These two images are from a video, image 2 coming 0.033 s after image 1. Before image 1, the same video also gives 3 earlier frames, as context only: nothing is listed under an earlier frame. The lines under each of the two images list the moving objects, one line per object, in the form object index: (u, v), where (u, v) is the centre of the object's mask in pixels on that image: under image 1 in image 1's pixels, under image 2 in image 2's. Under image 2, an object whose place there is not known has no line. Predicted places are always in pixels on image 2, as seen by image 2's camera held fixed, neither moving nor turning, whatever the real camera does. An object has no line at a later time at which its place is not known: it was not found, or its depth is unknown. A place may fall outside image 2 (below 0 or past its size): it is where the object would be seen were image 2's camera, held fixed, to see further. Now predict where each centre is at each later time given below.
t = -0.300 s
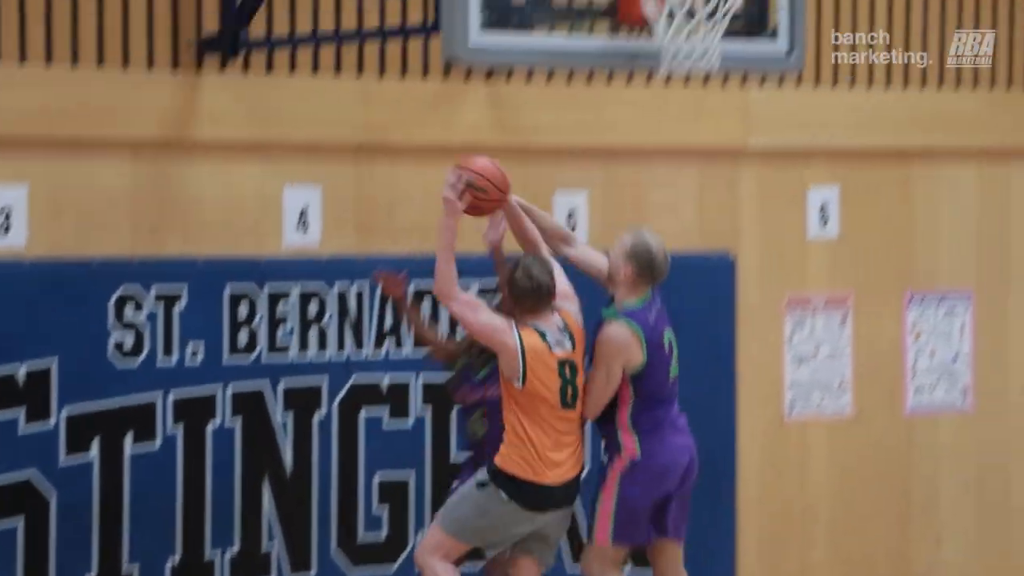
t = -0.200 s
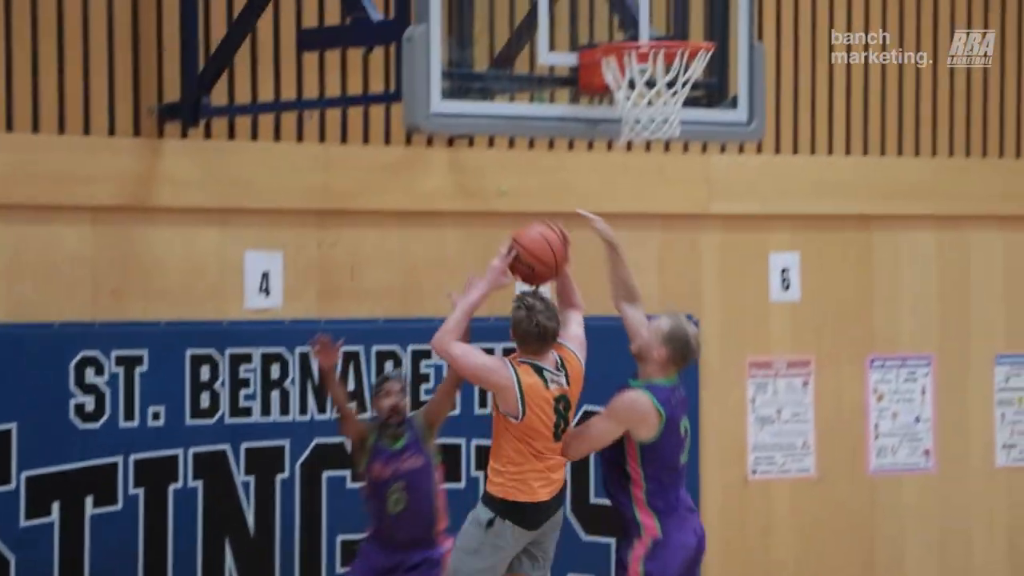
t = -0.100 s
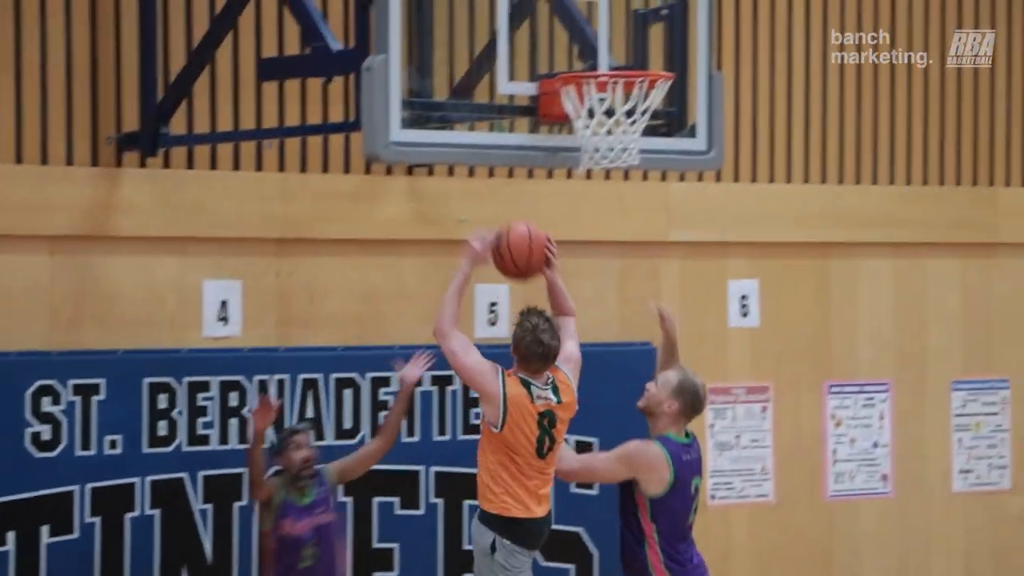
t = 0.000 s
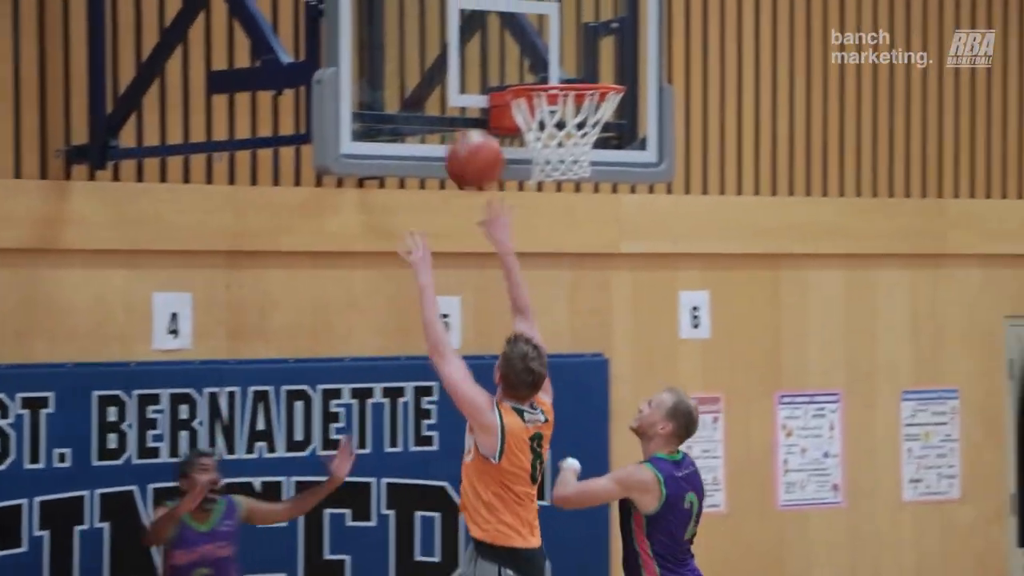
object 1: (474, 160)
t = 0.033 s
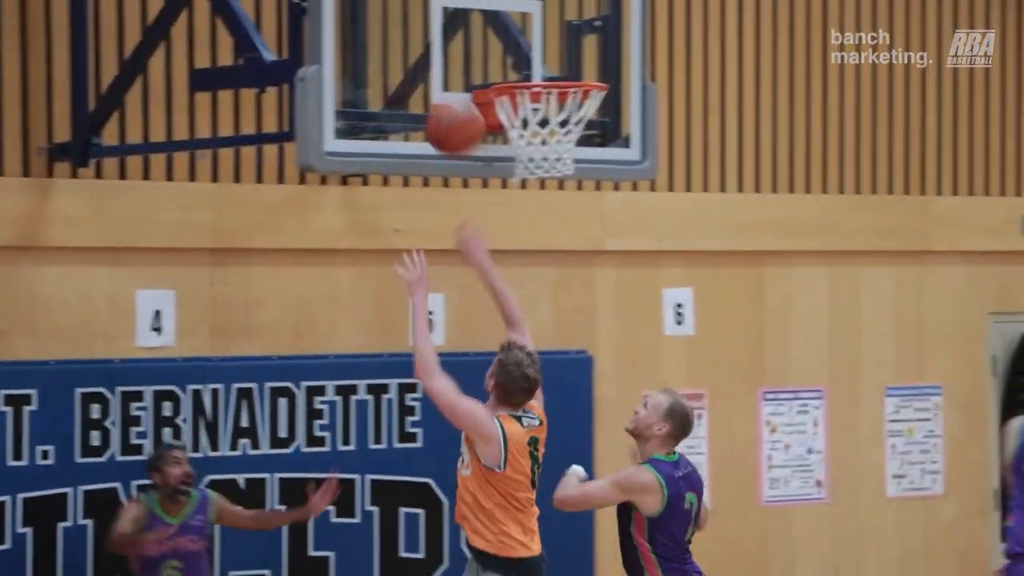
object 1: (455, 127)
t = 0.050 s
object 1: (454, 113)
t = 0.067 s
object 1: (453, 100)
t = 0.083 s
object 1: (451, 86)
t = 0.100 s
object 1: (449, 73)
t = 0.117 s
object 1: (449, 63)
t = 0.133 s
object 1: (447, 52)
